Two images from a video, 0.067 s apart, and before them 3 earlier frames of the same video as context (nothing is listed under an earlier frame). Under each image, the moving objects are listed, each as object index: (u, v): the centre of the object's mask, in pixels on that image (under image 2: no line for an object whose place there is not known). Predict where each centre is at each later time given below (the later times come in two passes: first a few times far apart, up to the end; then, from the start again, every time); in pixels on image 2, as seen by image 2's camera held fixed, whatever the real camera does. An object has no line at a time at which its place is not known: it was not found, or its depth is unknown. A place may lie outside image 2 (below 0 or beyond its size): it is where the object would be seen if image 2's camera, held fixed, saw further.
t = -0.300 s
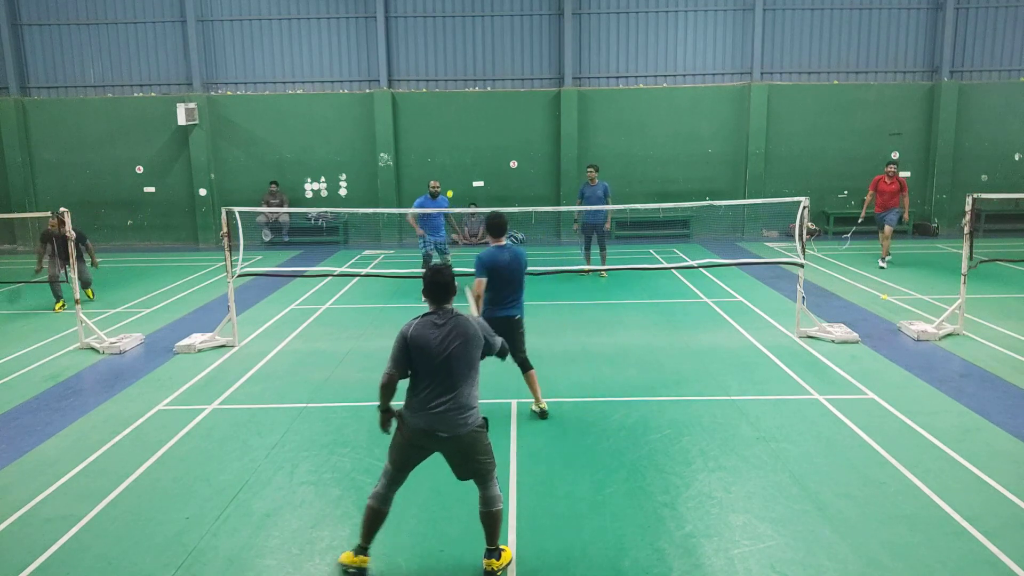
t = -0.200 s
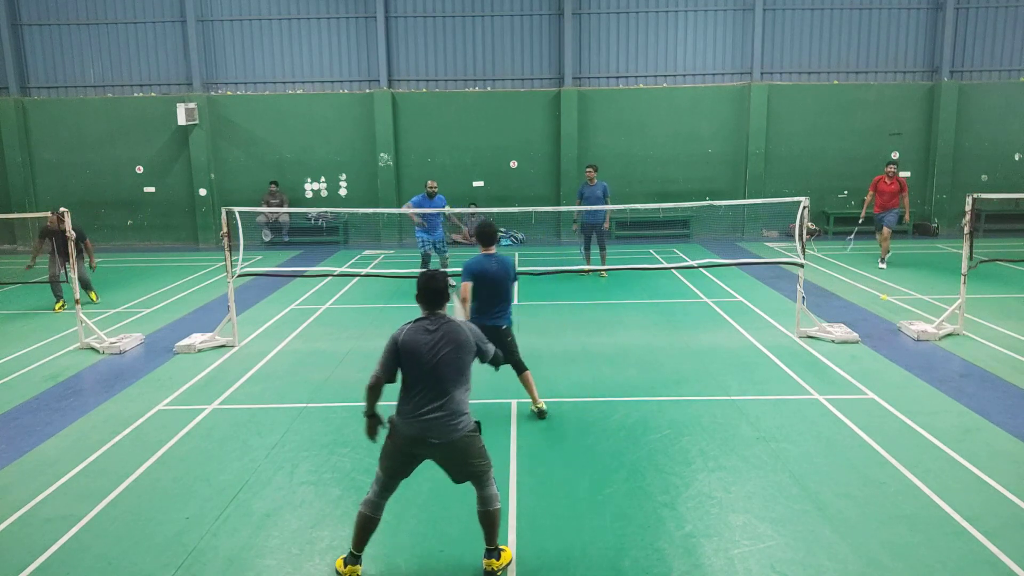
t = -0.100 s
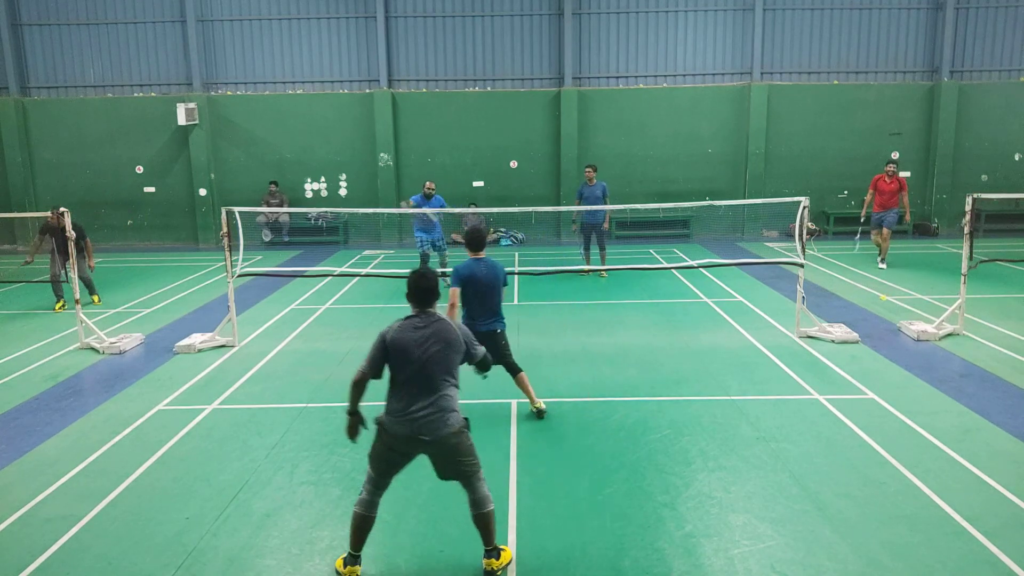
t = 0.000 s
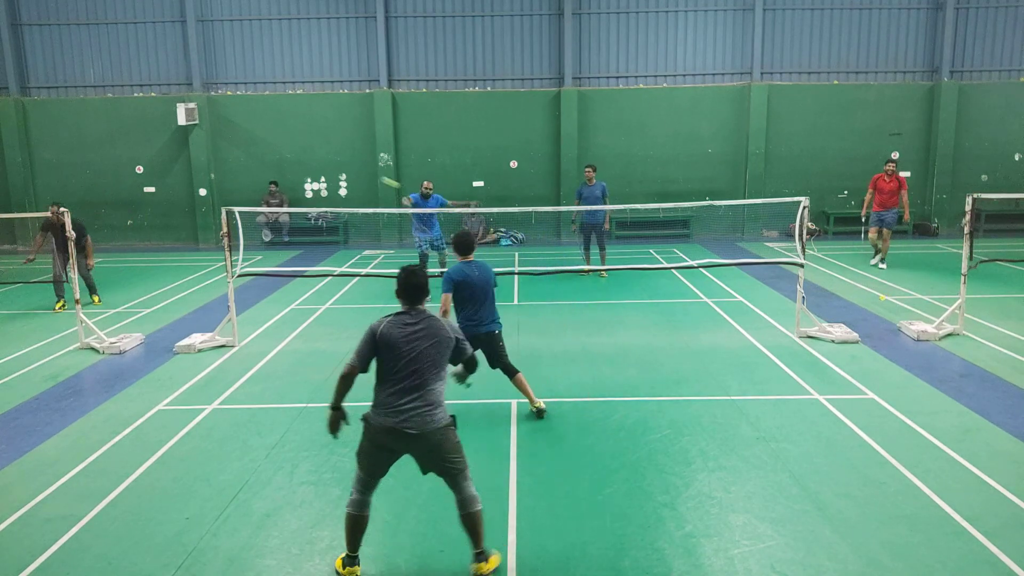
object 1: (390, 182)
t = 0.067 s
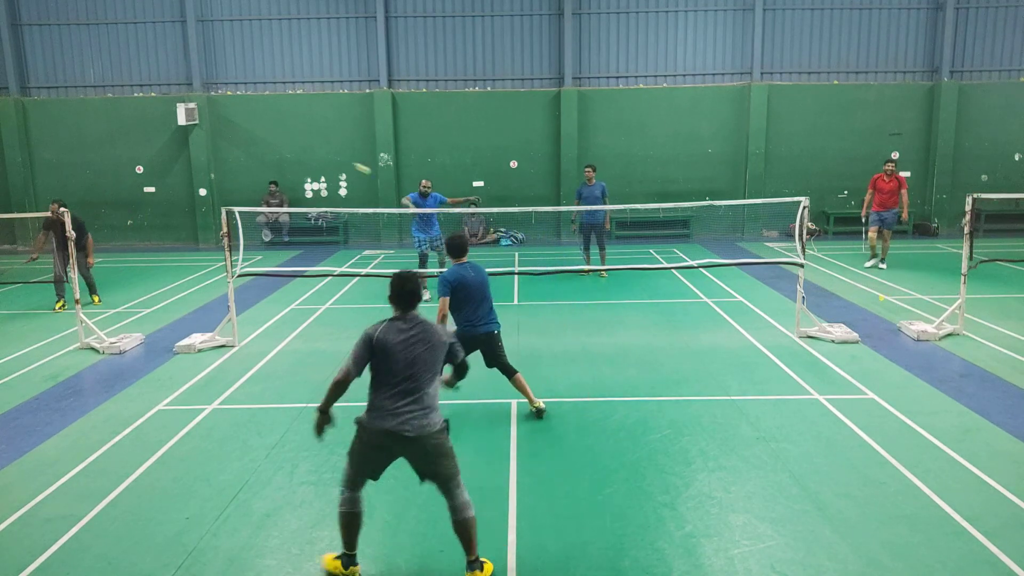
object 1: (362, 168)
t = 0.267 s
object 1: (273, 150)
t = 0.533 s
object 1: (143, 212)
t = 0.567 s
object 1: (127, 228)
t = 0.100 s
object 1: (348, 162)
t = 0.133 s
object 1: (333, 157)
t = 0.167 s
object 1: (318, 153)
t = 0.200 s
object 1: (303, 151)
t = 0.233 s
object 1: (288, 149)
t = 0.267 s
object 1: (273, 150)
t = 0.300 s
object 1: (257, 152)
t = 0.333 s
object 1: (241, 155)
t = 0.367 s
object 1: (226, 160)
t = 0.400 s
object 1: (210, 166)
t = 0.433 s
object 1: (194, 175)
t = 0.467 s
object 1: (177, 185)
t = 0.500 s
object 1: (161, 197)
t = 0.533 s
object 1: (143, 212)
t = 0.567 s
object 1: (127, 228)
